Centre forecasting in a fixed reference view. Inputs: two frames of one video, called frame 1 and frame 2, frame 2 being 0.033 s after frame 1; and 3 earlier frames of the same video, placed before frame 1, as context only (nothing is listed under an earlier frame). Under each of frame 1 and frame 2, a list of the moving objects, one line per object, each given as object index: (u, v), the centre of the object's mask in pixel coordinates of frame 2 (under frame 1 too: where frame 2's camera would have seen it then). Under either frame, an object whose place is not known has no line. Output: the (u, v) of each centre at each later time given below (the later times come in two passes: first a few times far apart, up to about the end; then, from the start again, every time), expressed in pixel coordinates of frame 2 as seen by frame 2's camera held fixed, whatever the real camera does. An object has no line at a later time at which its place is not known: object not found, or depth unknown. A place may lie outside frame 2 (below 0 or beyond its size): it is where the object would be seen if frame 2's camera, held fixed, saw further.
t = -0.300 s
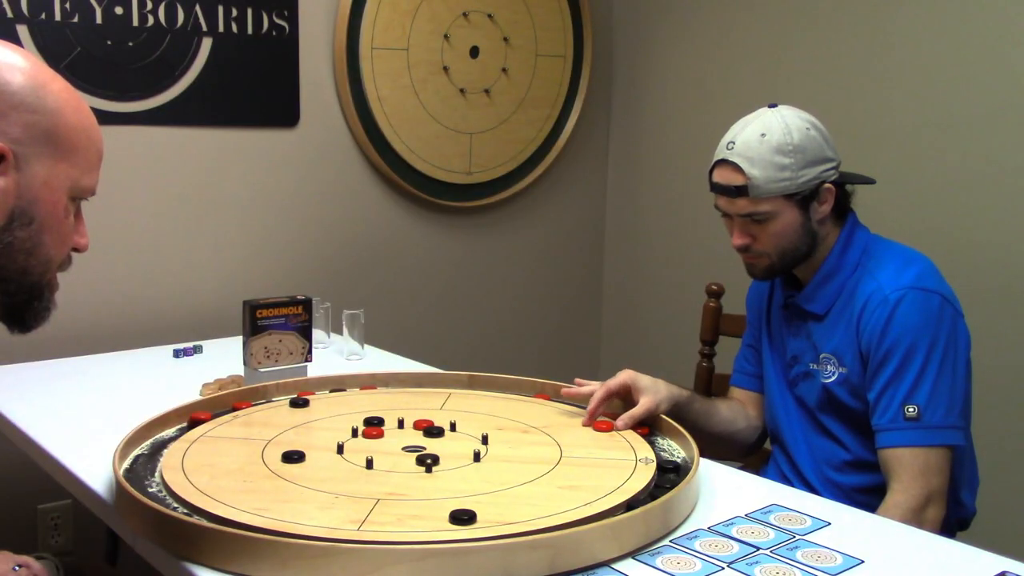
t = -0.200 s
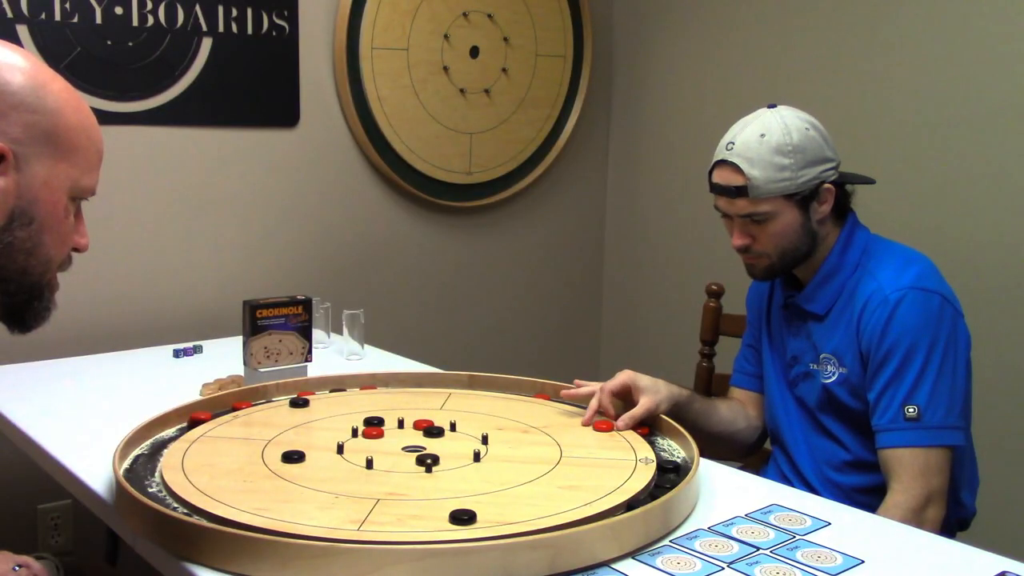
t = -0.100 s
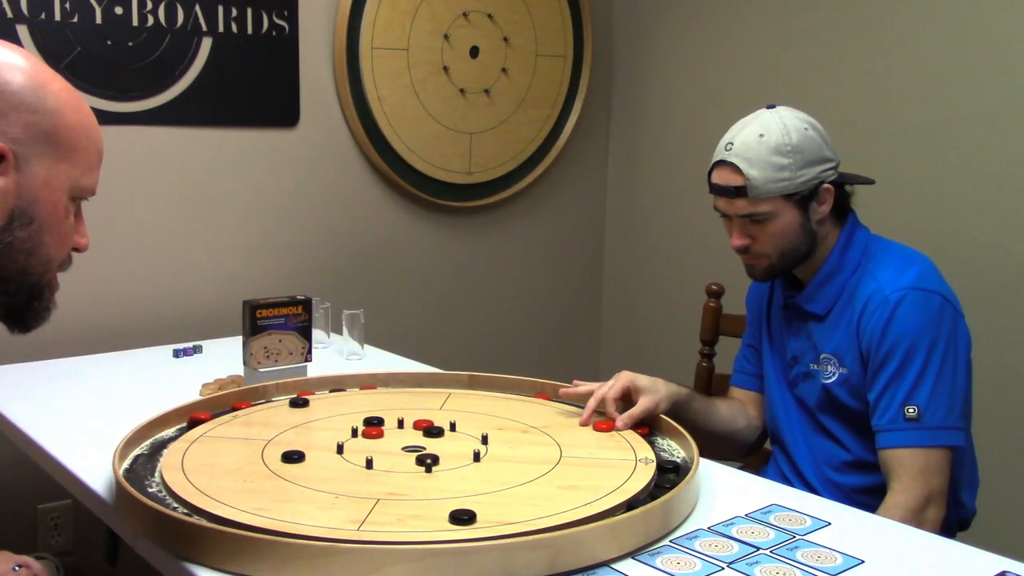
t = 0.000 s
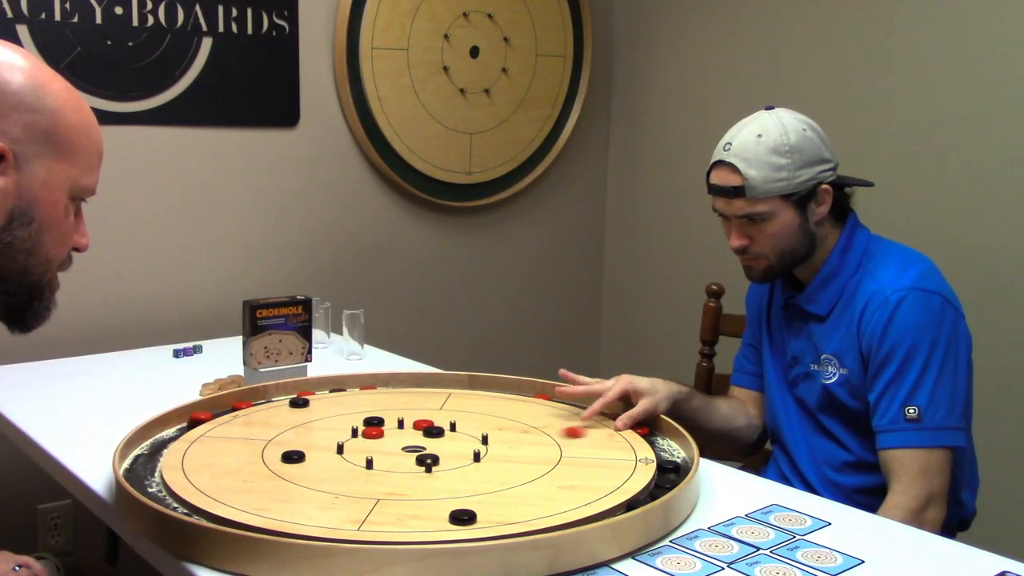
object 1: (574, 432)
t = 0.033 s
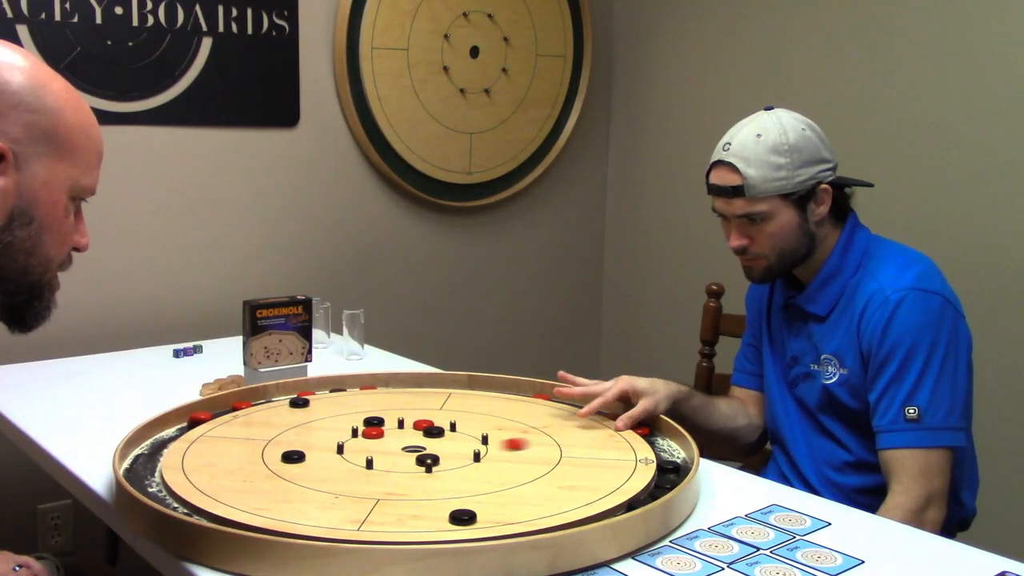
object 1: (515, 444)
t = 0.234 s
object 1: (433, 459)
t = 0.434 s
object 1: (431, 456)
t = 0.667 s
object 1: (431, 456)
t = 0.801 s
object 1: (431, 456)
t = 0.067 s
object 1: (451, 457)
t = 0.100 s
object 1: (444, 460)
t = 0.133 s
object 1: (440, 462)
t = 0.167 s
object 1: (436, 463)
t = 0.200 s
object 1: (435, 461)
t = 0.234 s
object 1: (433, 459)
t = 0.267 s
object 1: (432, 458)
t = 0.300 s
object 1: (432, 457)
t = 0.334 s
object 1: (431, 457)
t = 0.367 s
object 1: (431, 456)
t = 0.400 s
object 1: (431, 456)
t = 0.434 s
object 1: (431, 456)
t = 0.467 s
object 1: (431, 456)
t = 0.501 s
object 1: (431, 456)
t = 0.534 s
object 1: (431, 456)
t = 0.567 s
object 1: (431, 456)
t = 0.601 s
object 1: (431, 456)
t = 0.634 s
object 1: (431, 456)
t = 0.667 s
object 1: (431, 456)
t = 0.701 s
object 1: (431, 456)
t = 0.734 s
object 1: (431, 456)
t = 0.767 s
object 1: (431, 456)
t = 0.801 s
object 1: (431, 456)
